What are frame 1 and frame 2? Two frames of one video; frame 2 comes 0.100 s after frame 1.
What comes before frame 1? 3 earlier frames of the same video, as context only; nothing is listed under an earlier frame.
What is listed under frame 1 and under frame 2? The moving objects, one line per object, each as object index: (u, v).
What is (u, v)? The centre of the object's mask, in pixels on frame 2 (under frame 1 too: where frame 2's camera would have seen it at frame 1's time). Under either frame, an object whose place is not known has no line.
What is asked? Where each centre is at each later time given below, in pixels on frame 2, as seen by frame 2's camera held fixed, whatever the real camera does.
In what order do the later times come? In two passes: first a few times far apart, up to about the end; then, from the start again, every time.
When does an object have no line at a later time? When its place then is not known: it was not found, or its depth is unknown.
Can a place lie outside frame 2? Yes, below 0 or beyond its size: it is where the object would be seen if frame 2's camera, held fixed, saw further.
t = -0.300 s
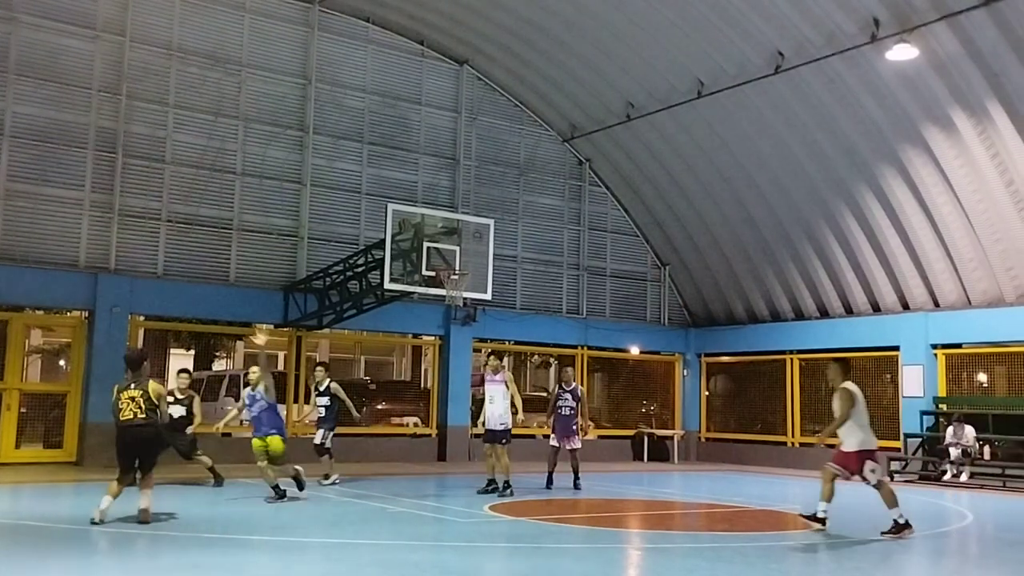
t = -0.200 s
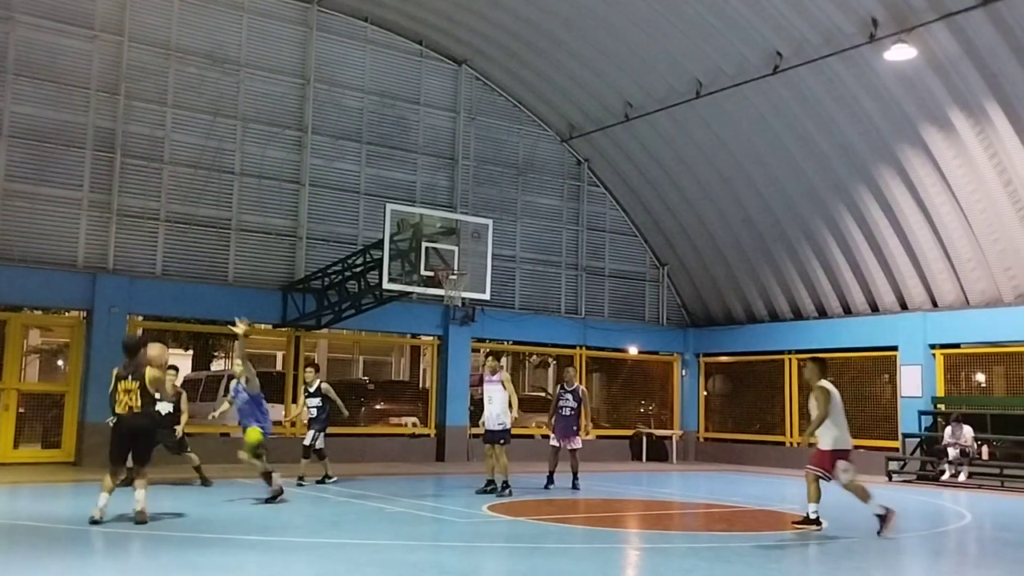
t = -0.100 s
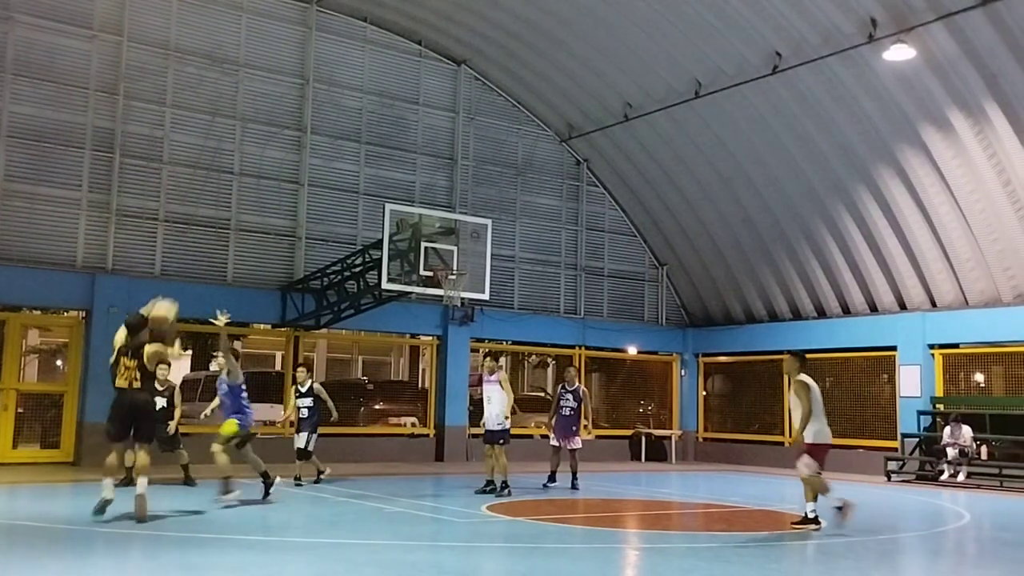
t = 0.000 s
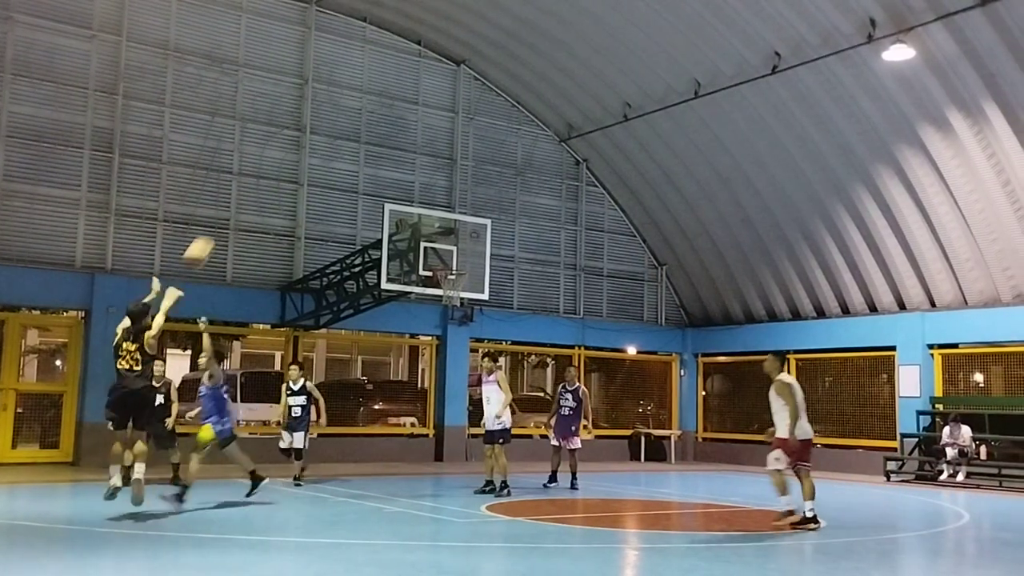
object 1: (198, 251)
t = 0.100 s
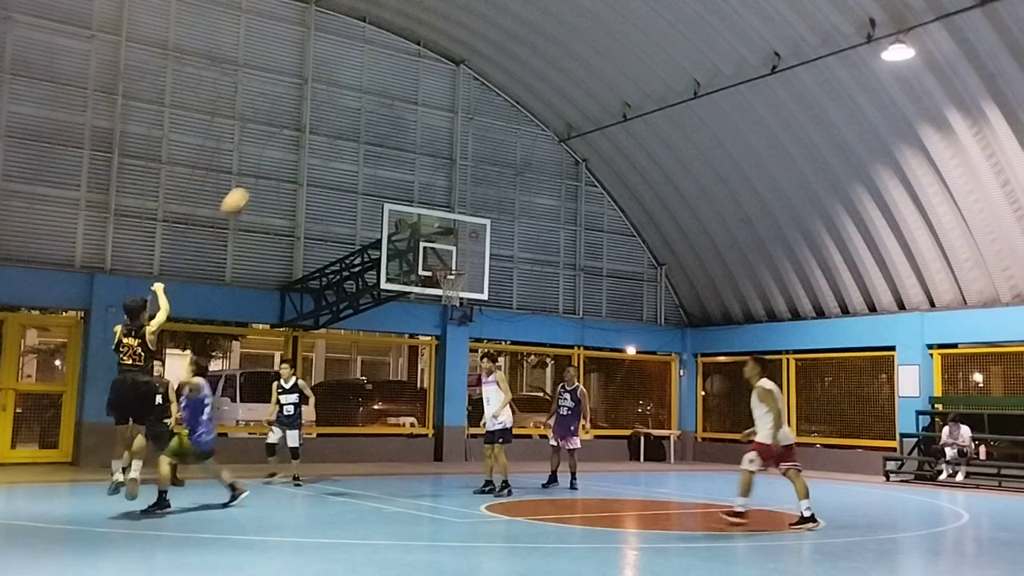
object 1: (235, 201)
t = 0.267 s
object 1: (287, 148)
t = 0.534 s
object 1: (356, 119)
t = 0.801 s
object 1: (410, 147)
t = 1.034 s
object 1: (450, 202)
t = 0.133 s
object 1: (245, 188)
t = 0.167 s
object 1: (257, 176)
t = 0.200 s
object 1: (267, 165)
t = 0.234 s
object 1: (277, 156)
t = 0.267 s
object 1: (287, 148)
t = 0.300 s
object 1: (296, 140)
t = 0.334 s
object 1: (306, 135)
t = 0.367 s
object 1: (315, 130)
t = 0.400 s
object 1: (323, 127)
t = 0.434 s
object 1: (331, 124)
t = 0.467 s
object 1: (339, 122)
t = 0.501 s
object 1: (350, 120)
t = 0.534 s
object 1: (356, 119)
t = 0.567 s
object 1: (363, 120)
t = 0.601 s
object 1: (369, 122)
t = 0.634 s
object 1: (377, 124)
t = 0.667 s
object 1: (384, 127)
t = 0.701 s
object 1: (390, 130)
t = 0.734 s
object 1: (397, 134)
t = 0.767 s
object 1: (403, 140)
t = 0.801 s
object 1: (410, 147)
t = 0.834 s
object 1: (416, 151)
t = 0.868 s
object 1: (421, 159)
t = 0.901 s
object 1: (427, 167)
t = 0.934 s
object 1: (432, 175)
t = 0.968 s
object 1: (439, 184)
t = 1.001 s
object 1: (443, 193)
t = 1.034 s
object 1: (450, 202)
